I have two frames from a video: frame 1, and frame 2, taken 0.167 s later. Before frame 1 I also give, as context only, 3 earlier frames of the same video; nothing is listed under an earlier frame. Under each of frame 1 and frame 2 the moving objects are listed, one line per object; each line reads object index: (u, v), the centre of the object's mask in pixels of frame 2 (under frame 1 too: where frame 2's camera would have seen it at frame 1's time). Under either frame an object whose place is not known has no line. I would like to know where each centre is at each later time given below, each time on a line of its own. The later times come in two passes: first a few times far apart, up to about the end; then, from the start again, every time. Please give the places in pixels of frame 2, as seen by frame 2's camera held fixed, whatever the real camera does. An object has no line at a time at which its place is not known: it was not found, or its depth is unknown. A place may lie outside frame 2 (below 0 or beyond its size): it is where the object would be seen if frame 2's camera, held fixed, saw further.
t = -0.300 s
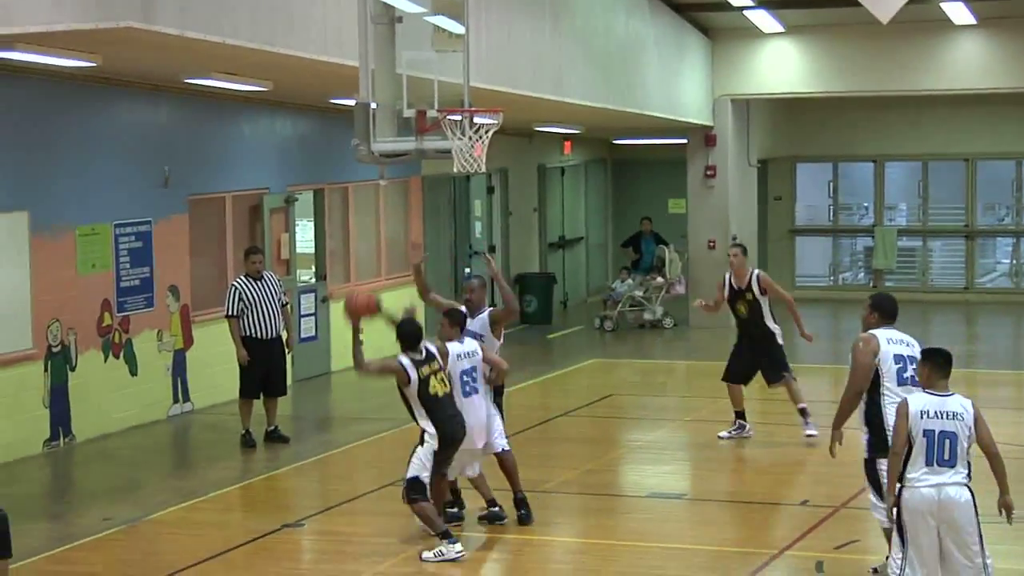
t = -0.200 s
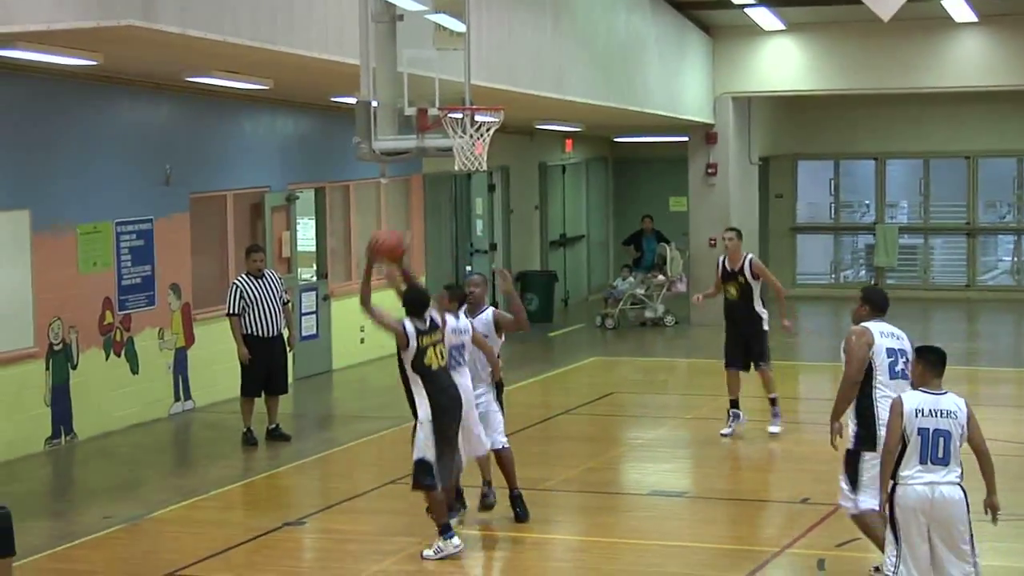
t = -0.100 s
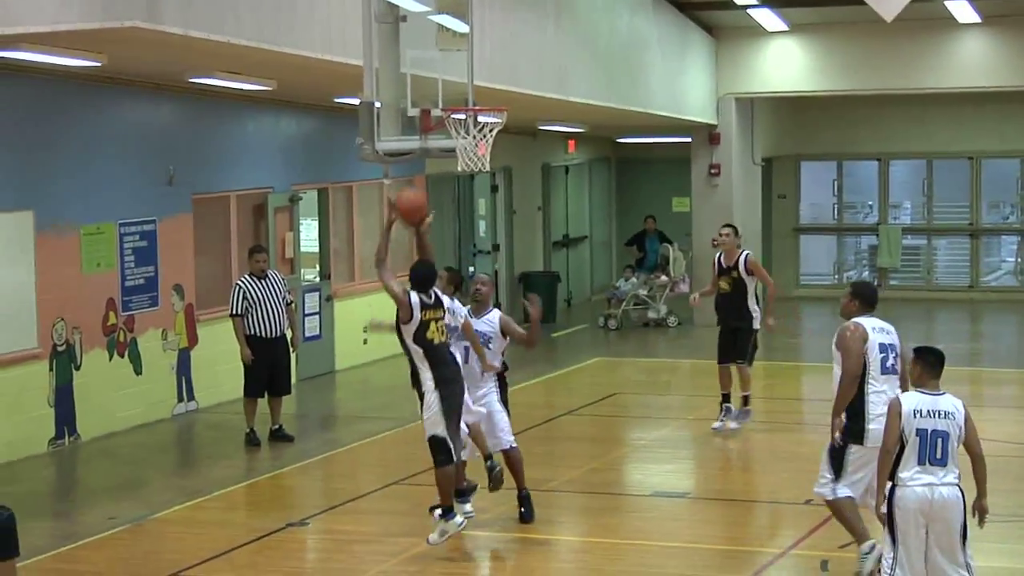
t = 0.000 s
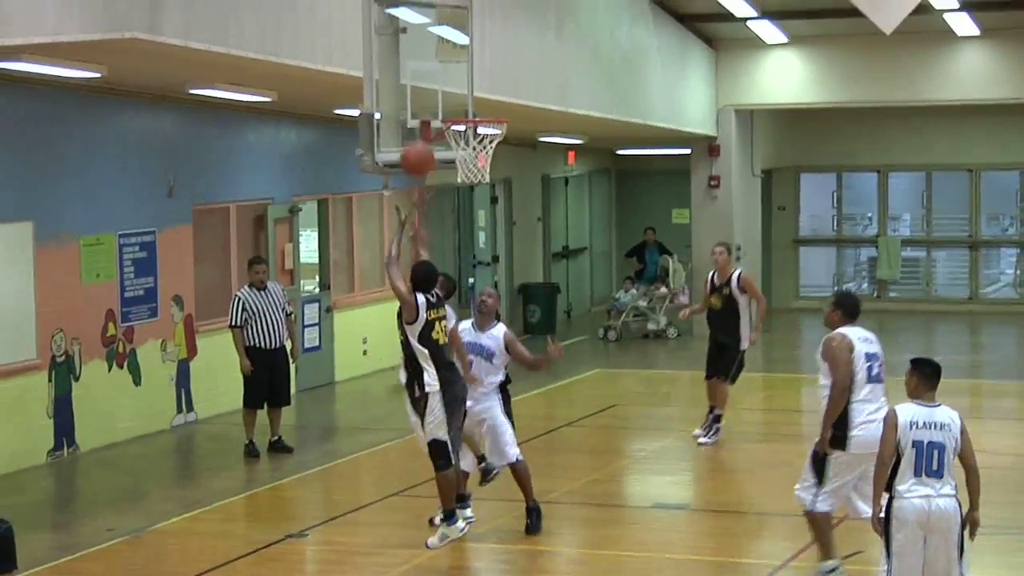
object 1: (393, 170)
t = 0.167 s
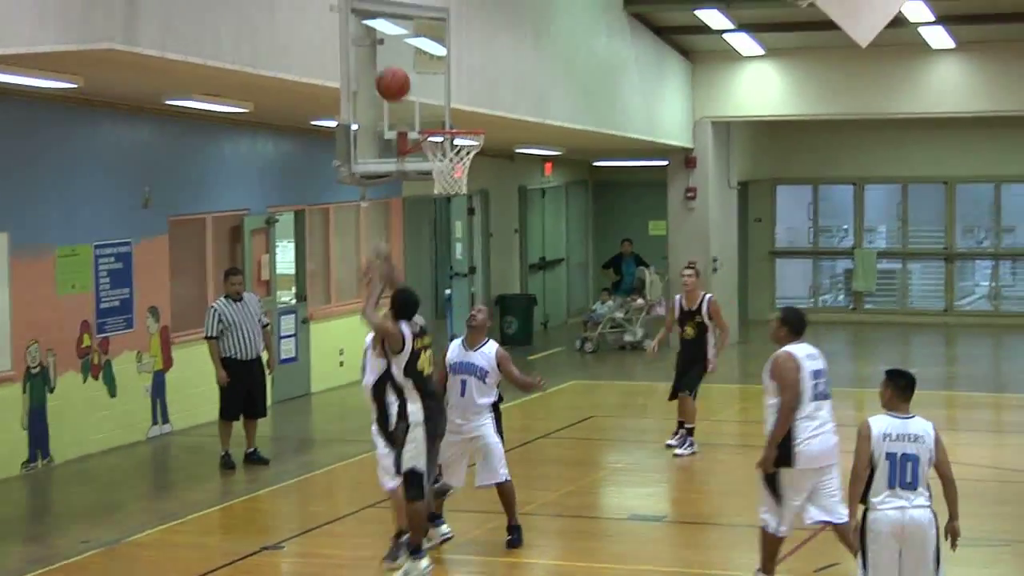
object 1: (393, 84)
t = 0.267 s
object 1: (394, 52)
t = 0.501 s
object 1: (428, 70)
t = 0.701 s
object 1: (457, 138)
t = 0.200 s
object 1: (393, 72)
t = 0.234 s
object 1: (393, 61)
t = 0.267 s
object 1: (394, 52)
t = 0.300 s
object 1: (397, 49)
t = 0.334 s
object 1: (402, 49)
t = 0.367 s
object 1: (407, 51)
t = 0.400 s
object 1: (412, 53)
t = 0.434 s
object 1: (418, 58)
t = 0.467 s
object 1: (423, 64)
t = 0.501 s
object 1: (428, 70)
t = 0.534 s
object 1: (433, 80)
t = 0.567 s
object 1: (439, 90)
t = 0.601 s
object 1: (443, 102)
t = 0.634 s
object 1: (449, 114)
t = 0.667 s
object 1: (456, 121)
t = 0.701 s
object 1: (457, 138)
